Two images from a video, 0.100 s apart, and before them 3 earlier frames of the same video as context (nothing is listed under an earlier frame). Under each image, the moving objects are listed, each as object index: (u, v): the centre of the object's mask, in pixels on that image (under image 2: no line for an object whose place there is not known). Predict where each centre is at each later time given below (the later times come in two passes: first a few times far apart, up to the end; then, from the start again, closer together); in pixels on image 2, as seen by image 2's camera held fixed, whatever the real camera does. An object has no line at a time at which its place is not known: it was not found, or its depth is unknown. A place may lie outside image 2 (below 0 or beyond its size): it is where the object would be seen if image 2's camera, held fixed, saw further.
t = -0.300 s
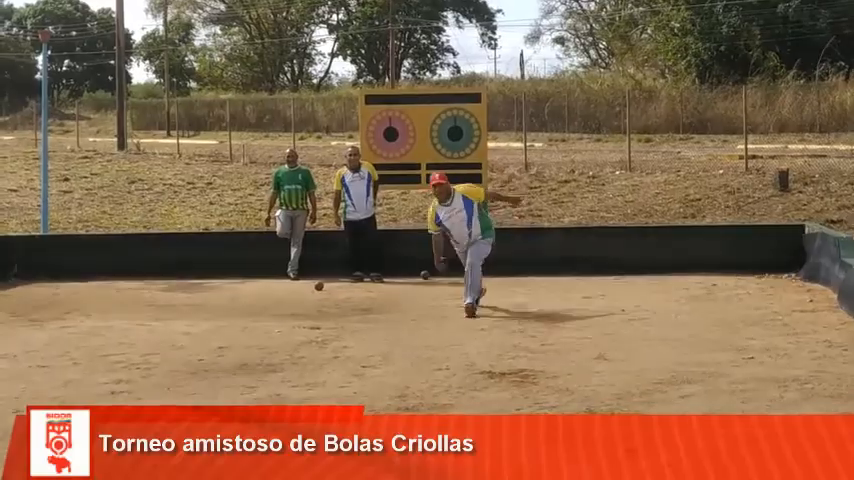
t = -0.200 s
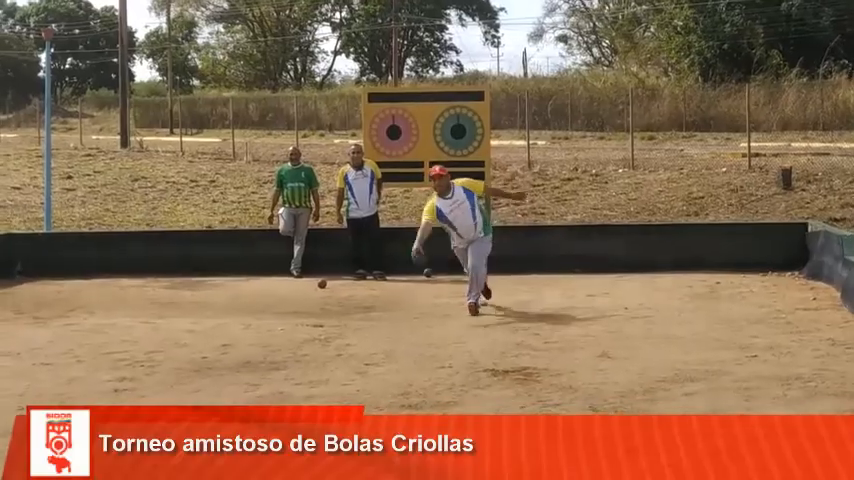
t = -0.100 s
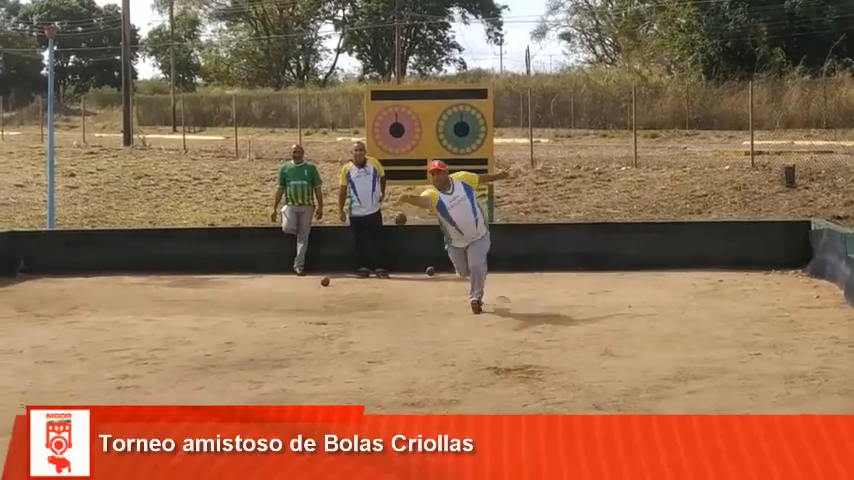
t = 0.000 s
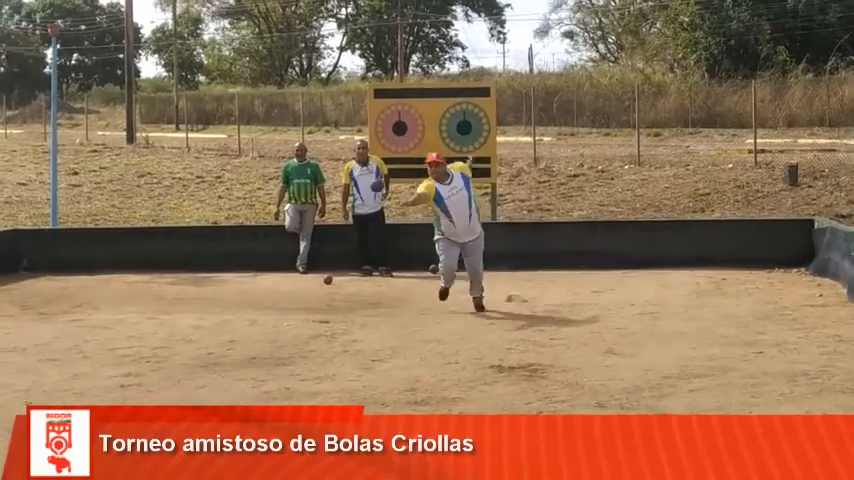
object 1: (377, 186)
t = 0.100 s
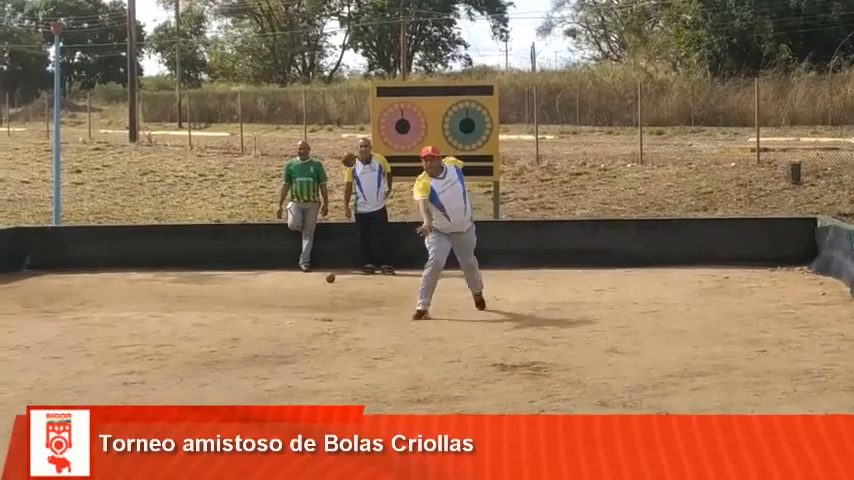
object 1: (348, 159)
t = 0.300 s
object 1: (269, 144)
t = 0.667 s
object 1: (-9, 368)
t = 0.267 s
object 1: (284, 142)
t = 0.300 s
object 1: (269, 144)
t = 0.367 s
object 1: (236, 153)
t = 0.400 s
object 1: (216, 161)
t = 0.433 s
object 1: (195, 172)
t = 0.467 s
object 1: (173, 186)
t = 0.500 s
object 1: (149, 204)
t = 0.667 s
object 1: (-9, 368)
